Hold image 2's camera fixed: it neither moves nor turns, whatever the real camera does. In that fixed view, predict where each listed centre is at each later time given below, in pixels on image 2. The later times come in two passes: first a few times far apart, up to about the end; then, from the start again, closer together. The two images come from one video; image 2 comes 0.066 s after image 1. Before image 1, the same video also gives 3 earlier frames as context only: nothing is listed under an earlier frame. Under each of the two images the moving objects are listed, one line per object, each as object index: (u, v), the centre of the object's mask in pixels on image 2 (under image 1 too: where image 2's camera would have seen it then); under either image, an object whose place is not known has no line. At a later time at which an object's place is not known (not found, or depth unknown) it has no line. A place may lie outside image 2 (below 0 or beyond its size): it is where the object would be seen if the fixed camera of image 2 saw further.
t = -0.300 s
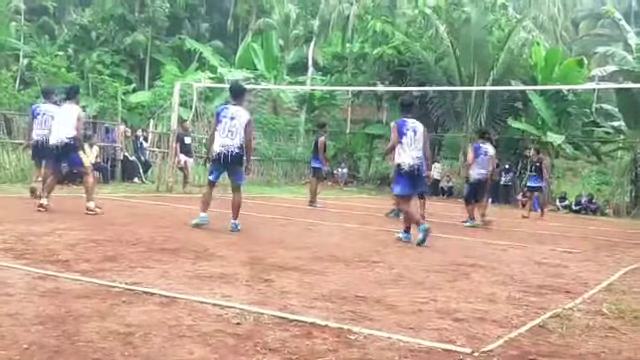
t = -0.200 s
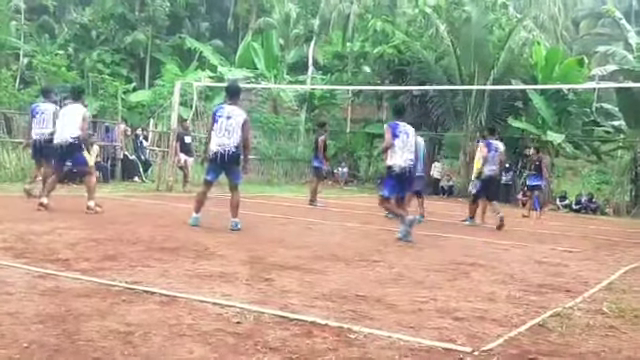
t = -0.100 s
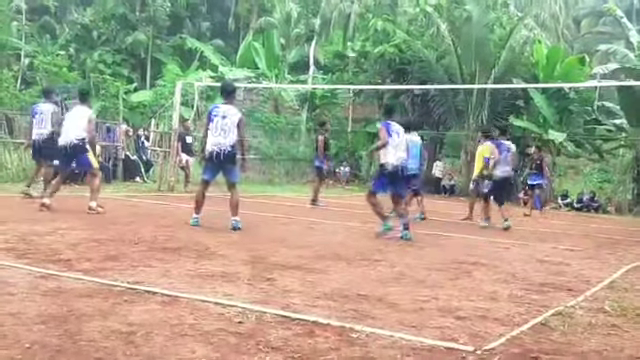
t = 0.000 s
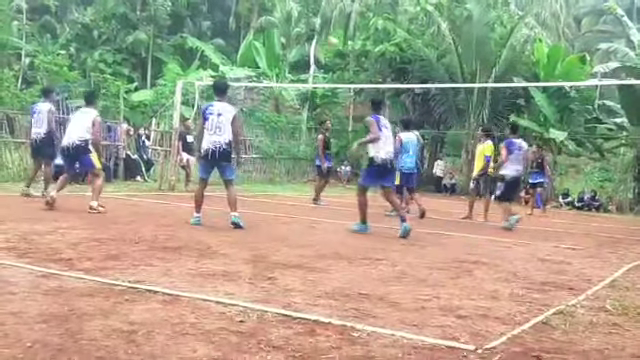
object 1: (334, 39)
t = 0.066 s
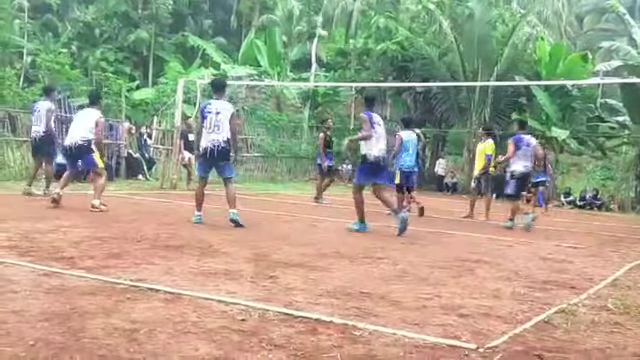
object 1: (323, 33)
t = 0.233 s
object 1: (281, 20)
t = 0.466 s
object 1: (212, 25)
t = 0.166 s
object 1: (299, 24)
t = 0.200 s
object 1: (289, 21)
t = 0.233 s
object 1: (281, 20)
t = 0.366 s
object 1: (242, 20)
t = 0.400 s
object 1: (232, 22)
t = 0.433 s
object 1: (223, 23)
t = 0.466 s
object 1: (212, 25)
